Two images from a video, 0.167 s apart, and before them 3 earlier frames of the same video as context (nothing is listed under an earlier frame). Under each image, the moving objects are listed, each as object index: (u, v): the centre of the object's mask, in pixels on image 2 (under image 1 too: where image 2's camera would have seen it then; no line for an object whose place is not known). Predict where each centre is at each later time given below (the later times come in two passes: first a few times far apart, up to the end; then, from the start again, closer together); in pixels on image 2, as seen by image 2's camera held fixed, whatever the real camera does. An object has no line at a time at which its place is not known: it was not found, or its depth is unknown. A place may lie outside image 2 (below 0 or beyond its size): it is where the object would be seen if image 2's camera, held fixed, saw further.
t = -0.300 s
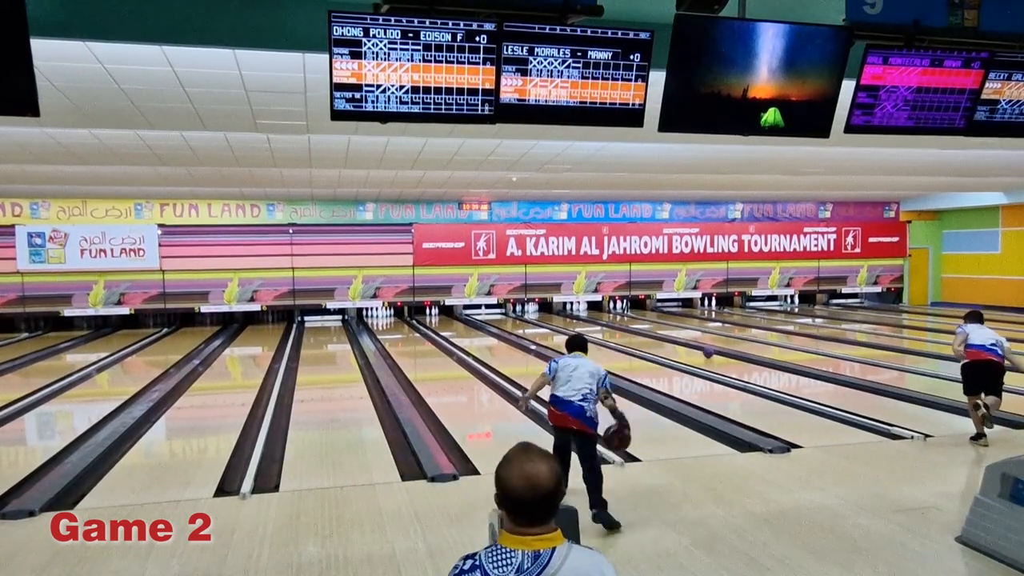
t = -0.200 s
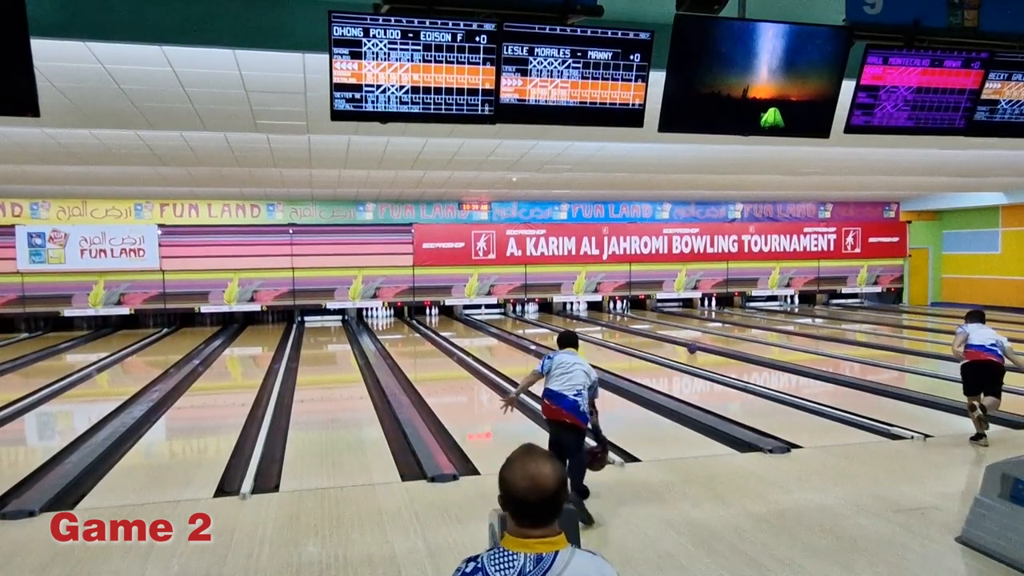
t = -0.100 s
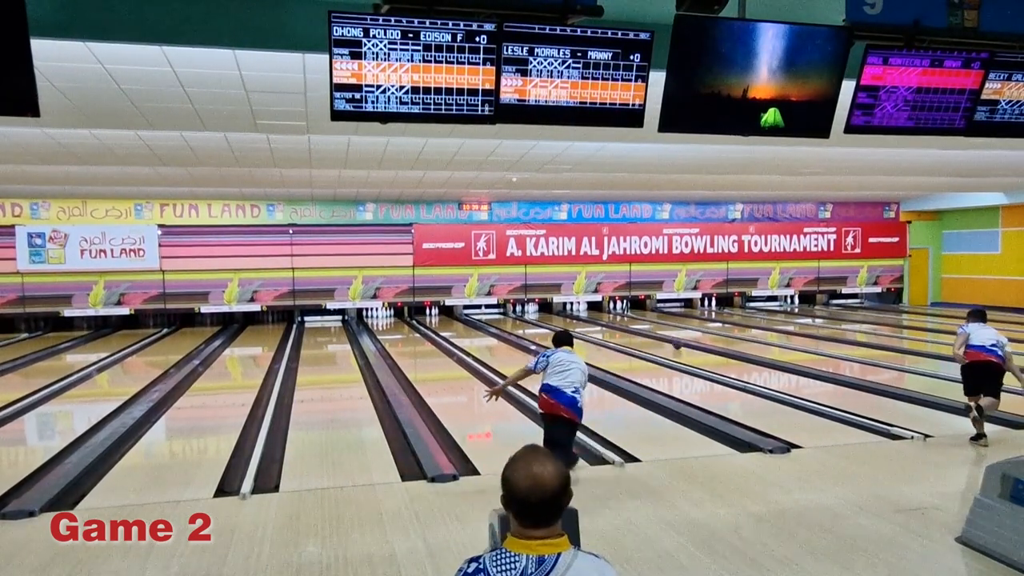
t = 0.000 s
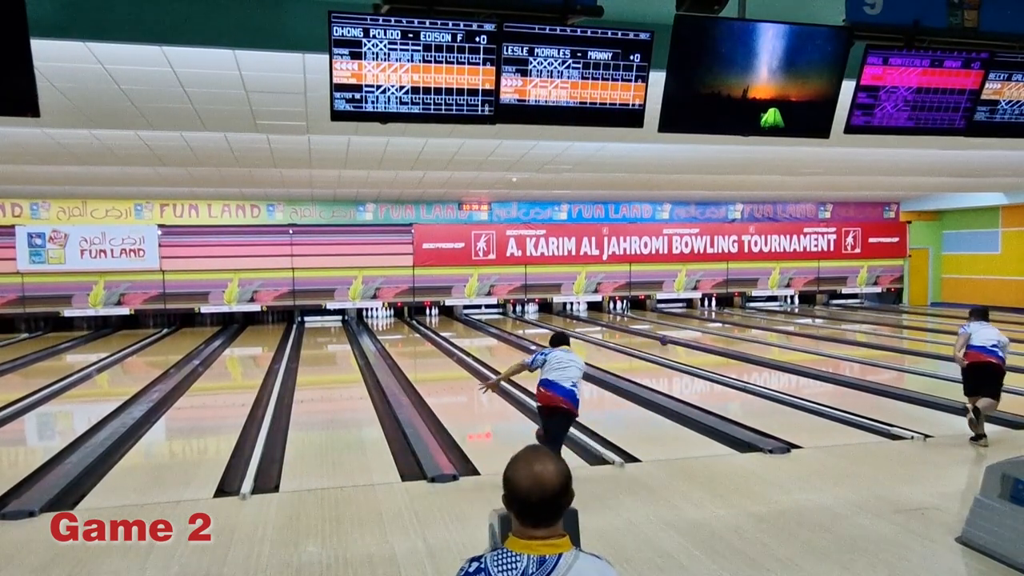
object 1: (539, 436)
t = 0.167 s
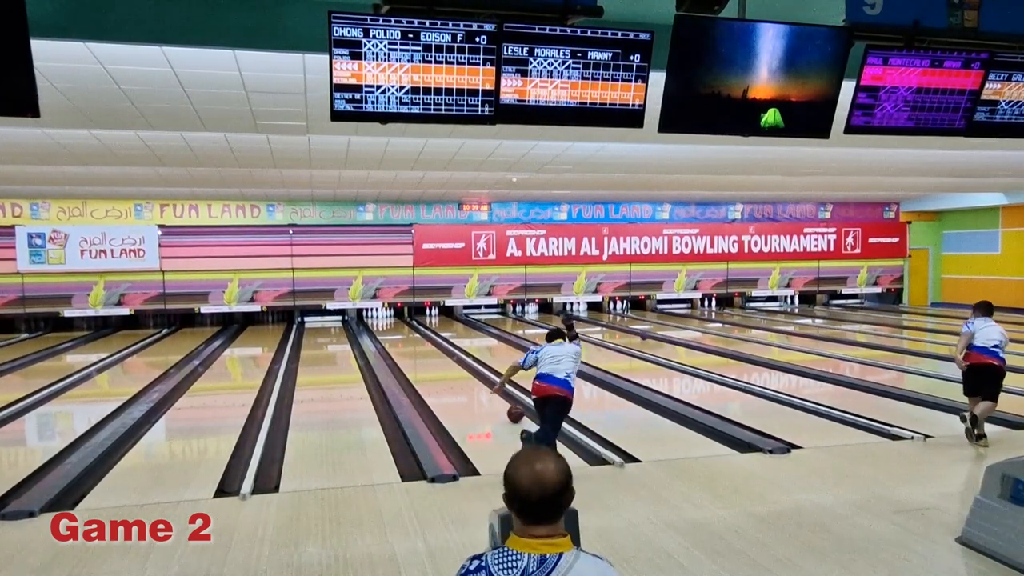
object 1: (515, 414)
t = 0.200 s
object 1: (510, 411)
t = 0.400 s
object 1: (484, 390)
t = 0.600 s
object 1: (465, 374)
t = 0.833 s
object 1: (447, 360)
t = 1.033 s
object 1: (434, 351)
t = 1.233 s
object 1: (424, 343)
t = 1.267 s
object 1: (423, 341)
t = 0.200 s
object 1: (510, 411)
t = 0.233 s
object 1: (505, 406)
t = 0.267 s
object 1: (500, 402)
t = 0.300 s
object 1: (496, 399)
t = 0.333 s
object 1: (492, 396)
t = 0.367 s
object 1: (488, 393)
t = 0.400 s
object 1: (484, 390)
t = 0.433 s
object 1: (480, 387)
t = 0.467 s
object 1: (477, 383)
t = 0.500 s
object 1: (473, 381)
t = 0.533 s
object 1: (471, 379)
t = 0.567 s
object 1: (467, 376)
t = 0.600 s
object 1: (465, 374)
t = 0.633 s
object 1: (461, 372)
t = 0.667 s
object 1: (459, 369)
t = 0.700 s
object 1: (456, 368)
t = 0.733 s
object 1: (454, 365)
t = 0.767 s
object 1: (452, 363)
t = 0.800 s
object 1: (449, 362)
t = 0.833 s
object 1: (447, 360)
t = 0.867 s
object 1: (445, 358)
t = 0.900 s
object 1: (443, 356)
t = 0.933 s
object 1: (441, 355)
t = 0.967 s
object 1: (438, 353)
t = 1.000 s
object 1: (436, 352)
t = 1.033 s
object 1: (434, 351)
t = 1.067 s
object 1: (433, 349)
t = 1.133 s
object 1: (429, 346)
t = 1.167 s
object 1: (428, 345)
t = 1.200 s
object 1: (426, 343)
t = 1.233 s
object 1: (424, 343)
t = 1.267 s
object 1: (423, 341)
